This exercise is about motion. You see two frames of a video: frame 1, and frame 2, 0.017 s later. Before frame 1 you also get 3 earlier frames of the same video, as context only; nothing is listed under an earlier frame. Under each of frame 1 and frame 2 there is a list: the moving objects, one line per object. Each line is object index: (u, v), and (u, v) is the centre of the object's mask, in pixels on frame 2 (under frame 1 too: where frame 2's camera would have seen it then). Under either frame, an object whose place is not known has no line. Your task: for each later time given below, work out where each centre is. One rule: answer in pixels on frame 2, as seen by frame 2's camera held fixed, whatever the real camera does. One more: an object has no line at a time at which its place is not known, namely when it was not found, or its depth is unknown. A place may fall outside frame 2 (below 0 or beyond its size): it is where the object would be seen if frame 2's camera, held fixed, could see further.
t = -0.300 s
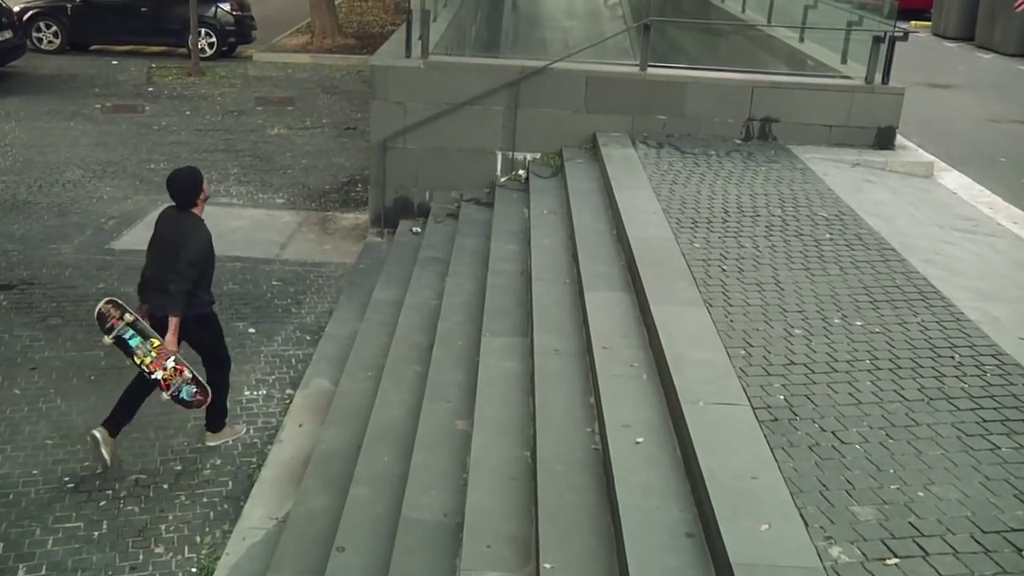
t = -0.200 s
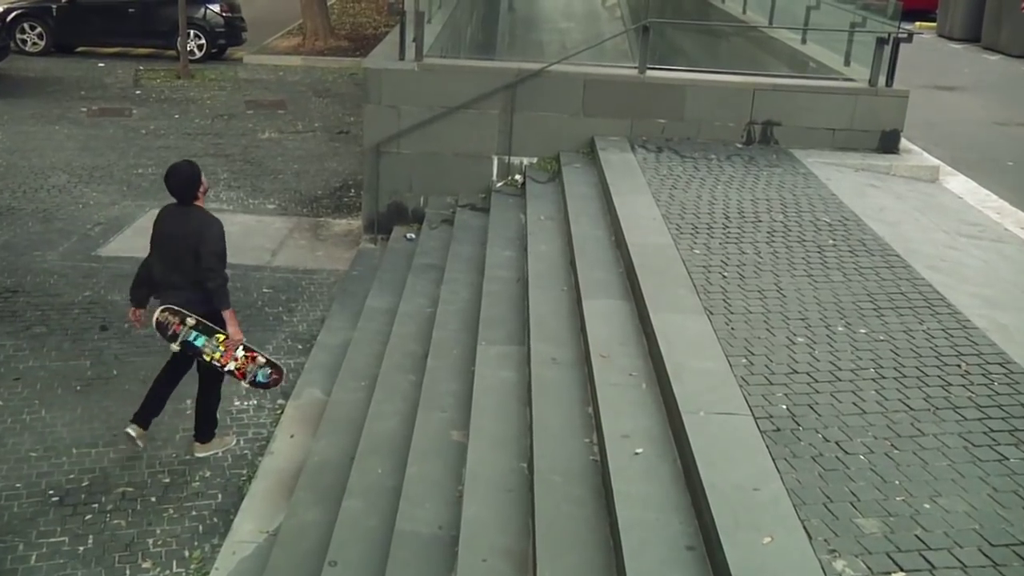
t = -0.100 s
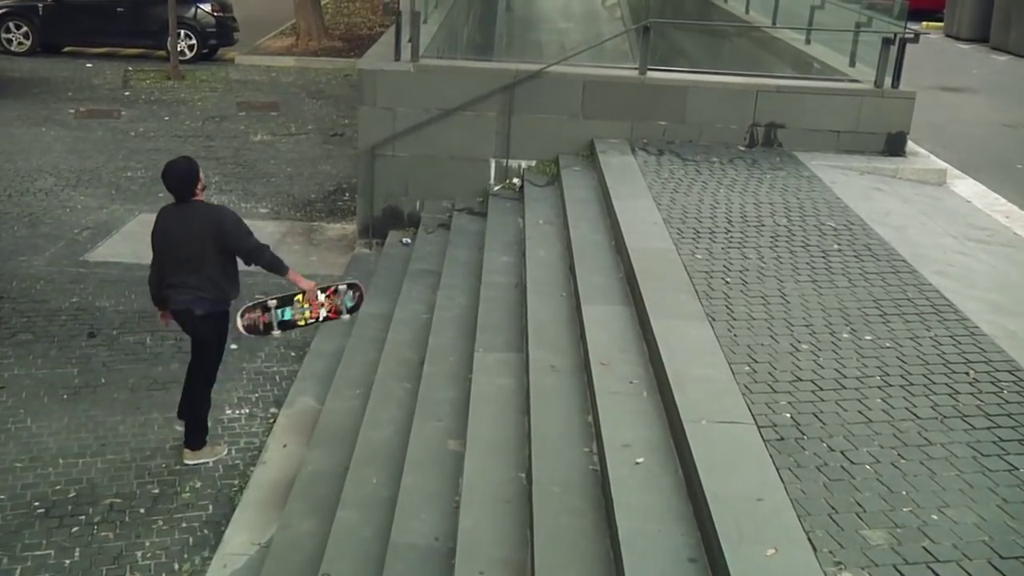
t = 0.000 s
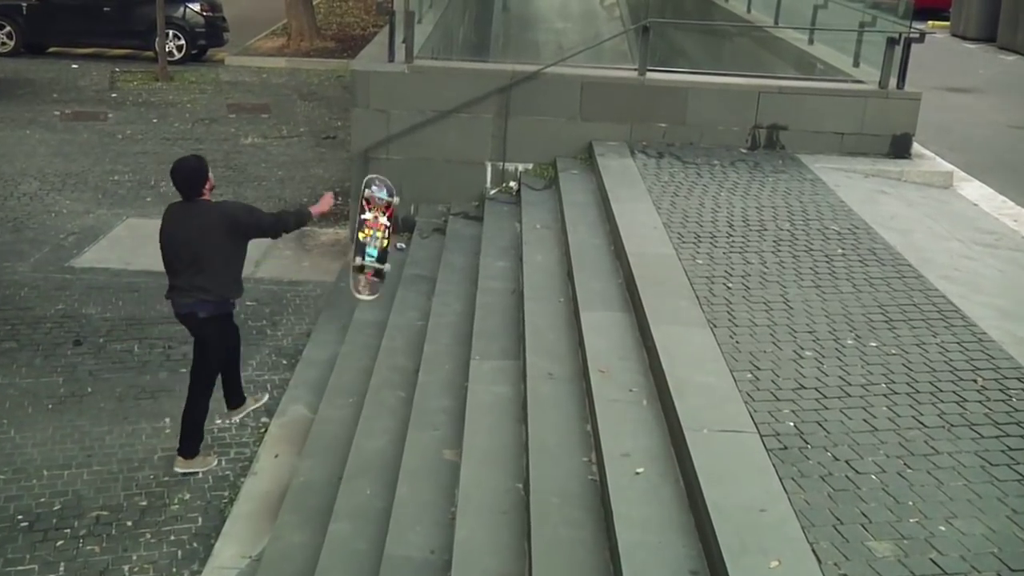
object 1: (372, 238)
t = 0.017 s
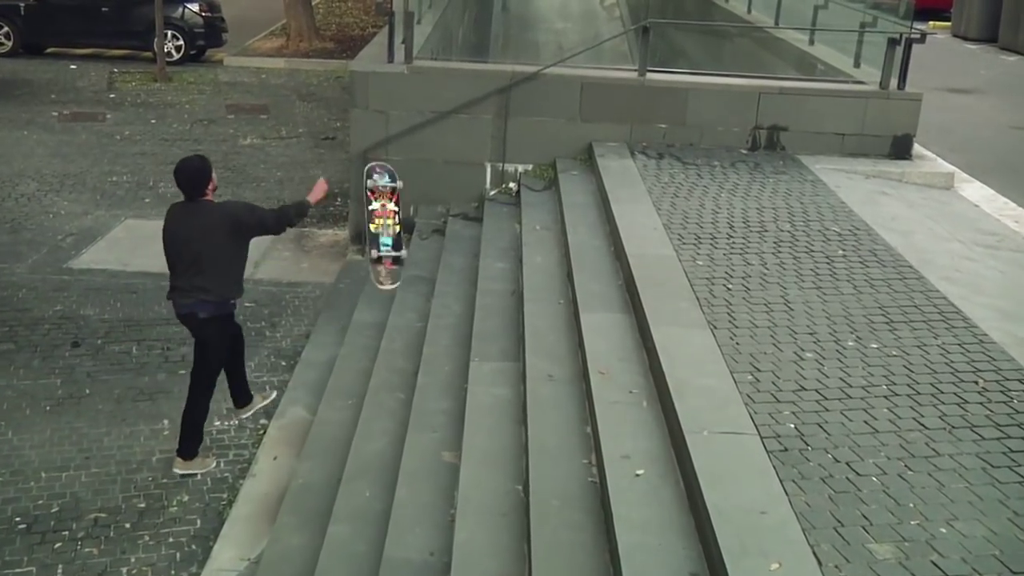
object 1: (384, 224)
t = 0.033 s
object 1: (395, 211)
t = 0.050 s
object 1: (406, 199)
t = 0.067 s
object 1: (416, 187)
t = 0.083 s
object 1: (427, 176)
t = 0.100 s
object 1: (436, 165)
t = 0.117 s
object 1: (445, 155)
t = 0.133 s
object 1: (453, 146)
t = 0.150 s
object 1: (462, 138)
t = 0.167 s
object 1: (471, 131)
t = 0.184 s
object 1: (480, 125)
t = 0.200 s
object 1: (489, 120)
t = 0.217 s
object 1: (498, 115)
